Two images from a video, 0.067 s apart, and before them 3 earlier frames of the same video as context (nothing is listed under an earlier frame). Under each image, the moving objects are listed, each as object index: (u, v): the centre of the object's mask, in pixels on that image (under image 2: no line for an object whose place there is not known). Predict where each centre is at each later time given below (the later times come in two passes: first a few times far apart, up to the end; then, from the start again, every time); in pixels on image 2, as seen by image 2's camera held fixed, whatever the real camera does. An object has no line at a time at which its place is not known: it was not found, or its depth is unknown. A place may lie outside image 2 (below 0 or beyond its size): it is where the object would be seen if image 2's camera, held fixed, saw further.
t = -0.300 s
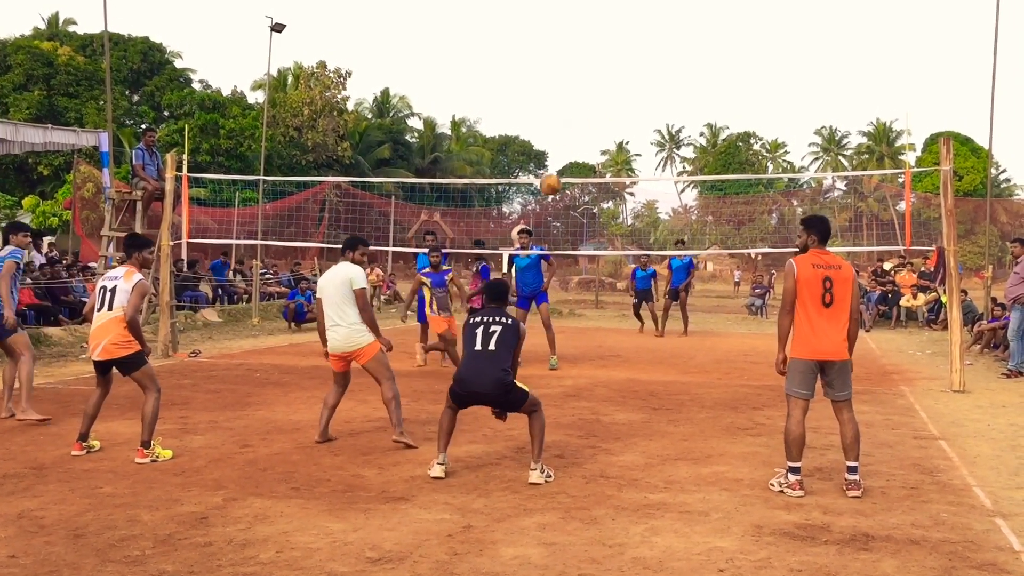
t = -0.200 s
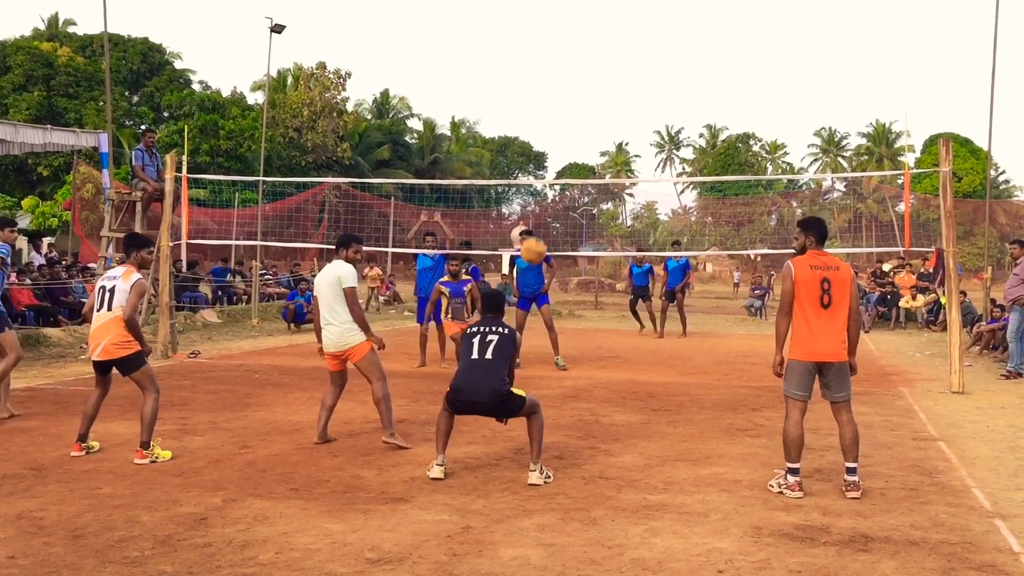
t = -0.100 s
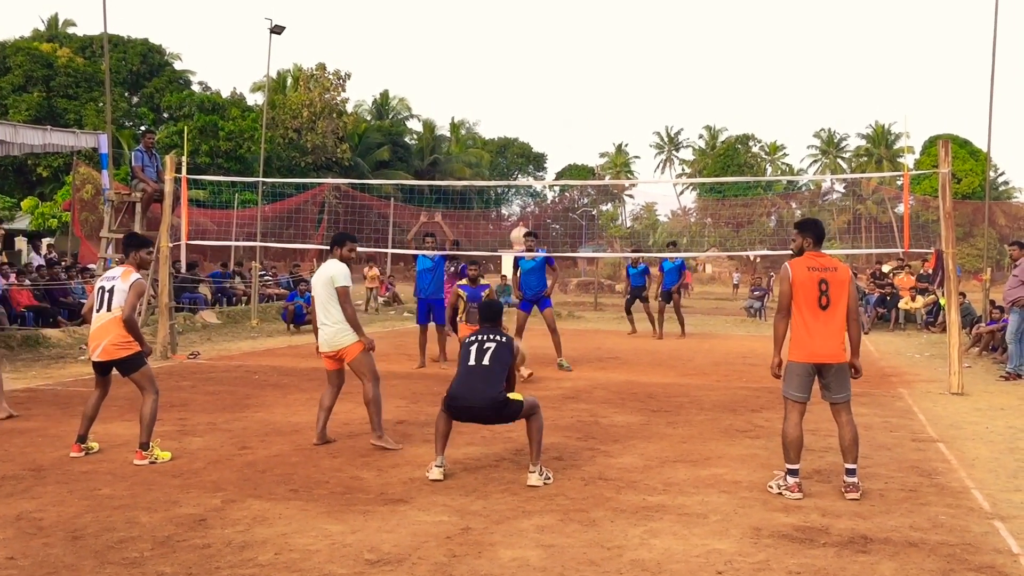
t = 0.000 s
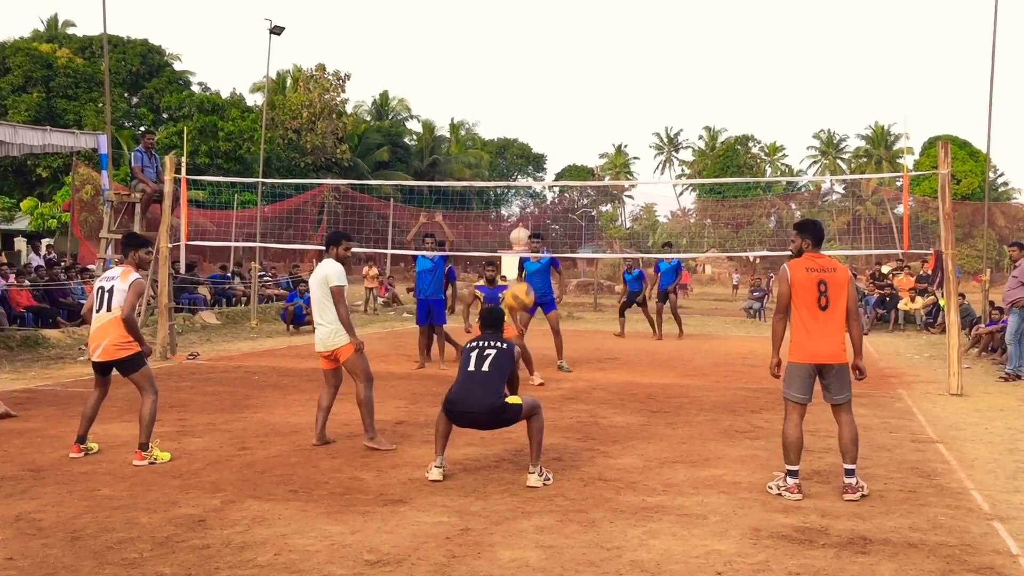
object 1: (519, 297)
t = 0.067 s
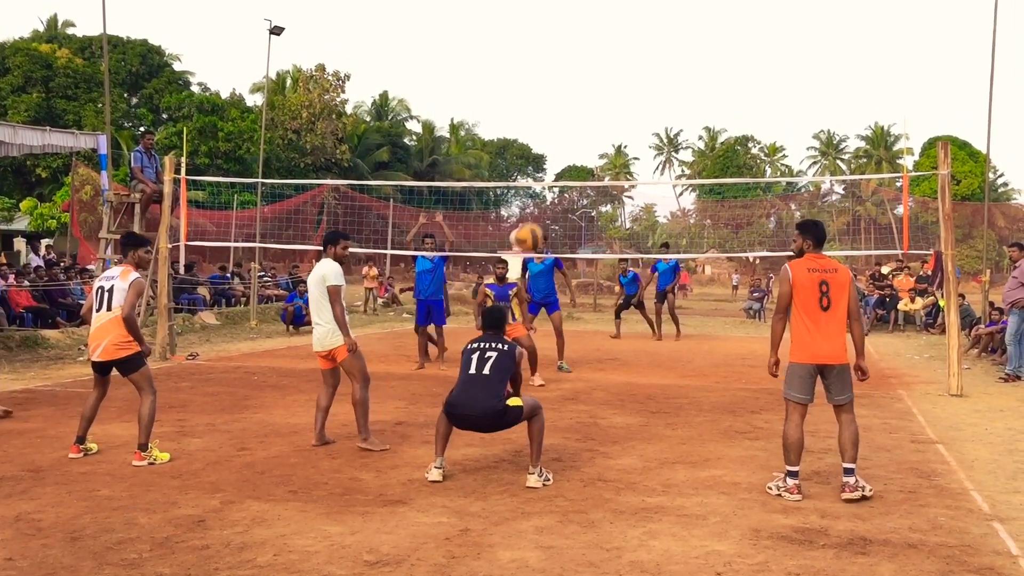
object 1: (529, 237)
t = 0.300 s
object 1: (558, 96)
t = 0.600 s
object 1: (589, 32)
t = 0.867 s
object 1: (610, 57)
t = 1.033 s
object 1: (621, 103)
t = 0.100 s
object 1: (534, 210)
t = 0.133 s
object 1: (538, 187)
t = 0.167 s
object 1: (541, 165)
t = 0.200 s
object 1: (546, 145)
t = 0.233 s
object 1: (550, 127)
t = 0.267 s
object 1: (554, 111)
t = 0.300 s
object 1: (558, 96)
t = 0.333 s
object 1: (562, 83)
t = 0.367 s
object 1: (566, 71)
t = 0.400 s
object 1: (569, 61)
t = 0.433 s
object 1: (573, 53)
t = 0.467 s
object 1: (576, 47)
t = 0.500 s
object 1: (579, 41)
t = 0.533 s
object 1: (582, 37)
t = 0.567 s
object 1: (586, 34)
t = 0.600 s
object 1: (589, 32)
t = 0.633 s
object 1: (592, 31)
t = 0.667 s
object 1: (595, 32)
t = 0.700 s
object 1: (597, 34)
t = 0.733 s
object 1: (600, 37)
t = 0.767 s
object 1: (603, 41)
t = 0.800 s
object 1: (605, 45)
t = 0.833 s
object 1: (608, 51)
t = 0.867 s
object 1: (610, 57)
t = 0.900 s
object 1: (613, 65)
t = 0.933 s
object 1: (615, 73)
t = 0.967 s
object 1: (617, 82)
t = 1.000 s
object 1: (619, 93)
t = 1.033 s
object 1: (621, 103)
